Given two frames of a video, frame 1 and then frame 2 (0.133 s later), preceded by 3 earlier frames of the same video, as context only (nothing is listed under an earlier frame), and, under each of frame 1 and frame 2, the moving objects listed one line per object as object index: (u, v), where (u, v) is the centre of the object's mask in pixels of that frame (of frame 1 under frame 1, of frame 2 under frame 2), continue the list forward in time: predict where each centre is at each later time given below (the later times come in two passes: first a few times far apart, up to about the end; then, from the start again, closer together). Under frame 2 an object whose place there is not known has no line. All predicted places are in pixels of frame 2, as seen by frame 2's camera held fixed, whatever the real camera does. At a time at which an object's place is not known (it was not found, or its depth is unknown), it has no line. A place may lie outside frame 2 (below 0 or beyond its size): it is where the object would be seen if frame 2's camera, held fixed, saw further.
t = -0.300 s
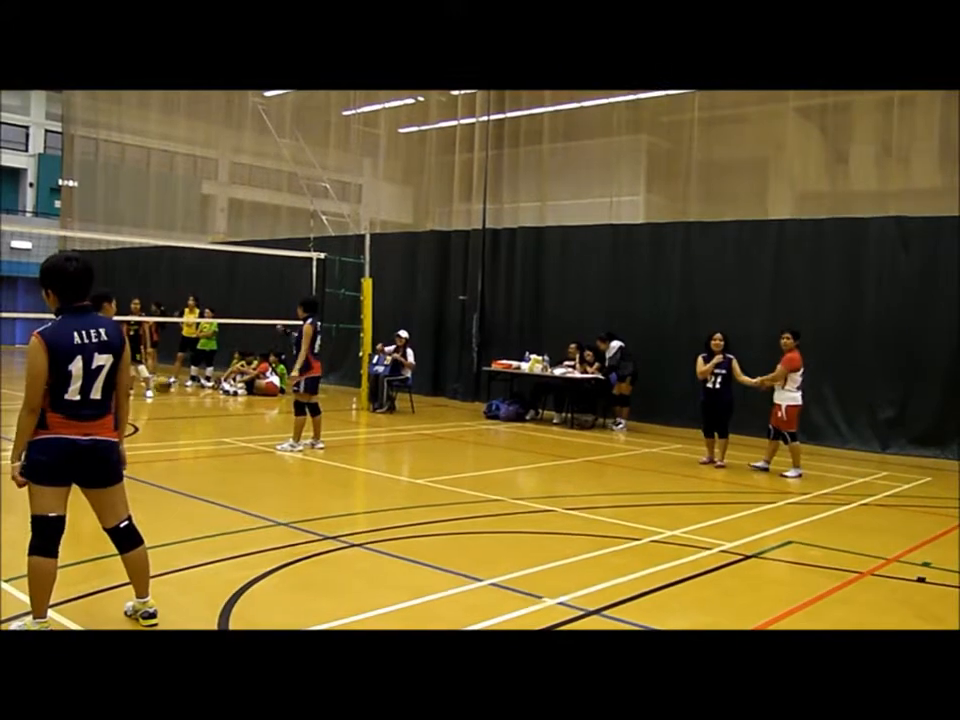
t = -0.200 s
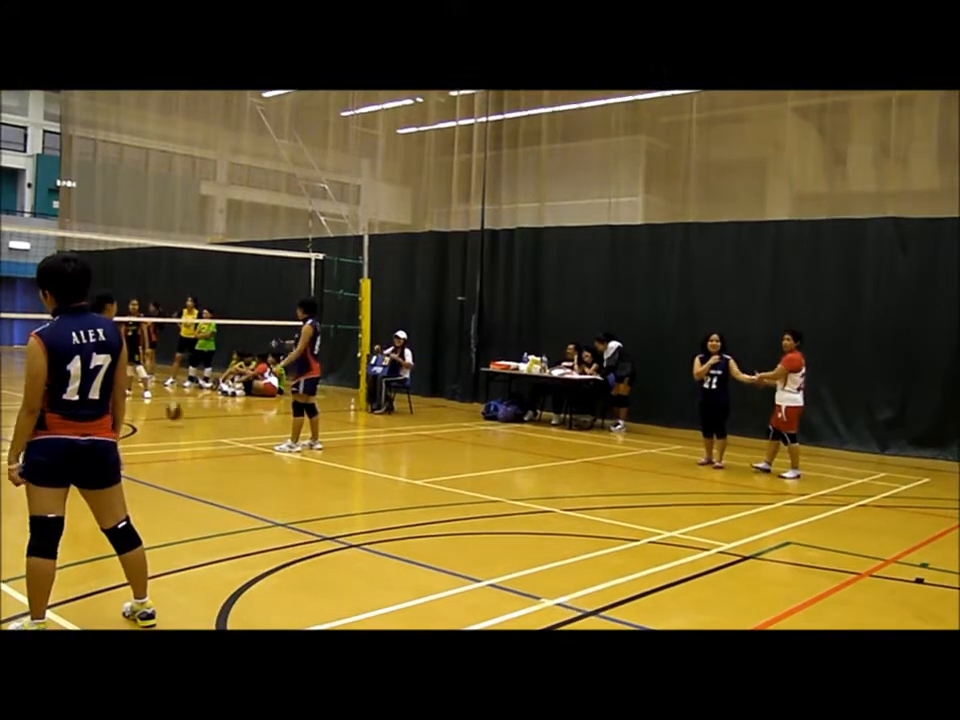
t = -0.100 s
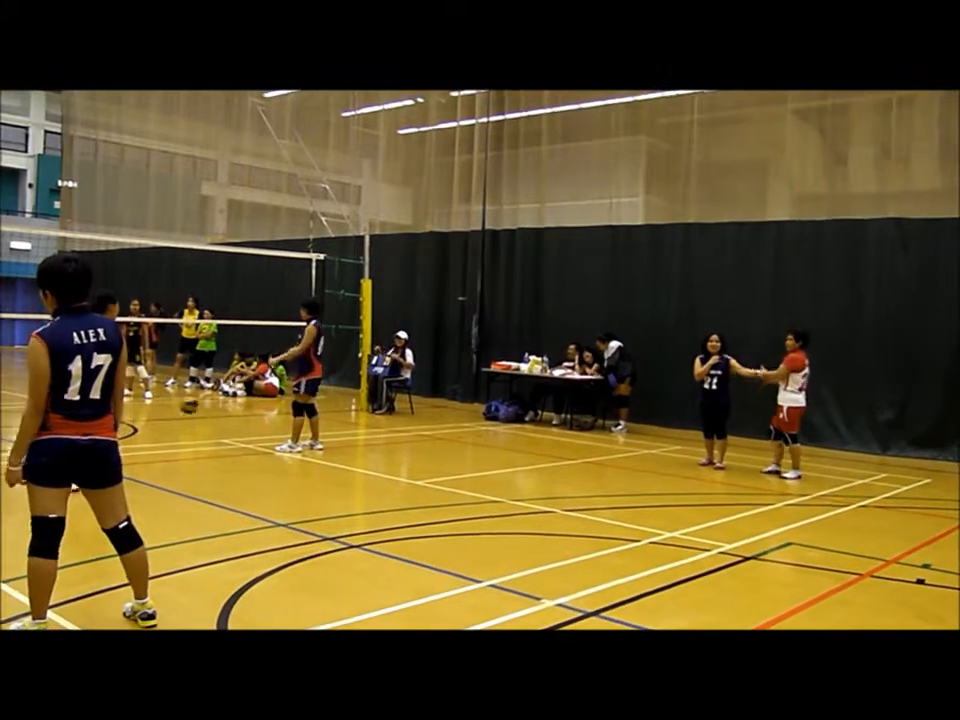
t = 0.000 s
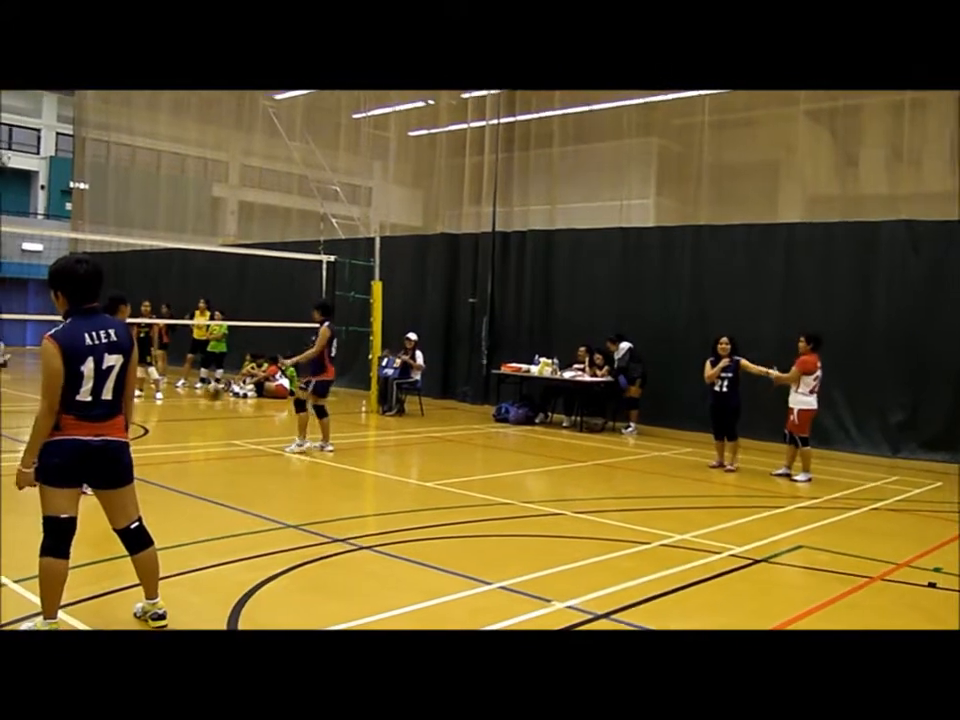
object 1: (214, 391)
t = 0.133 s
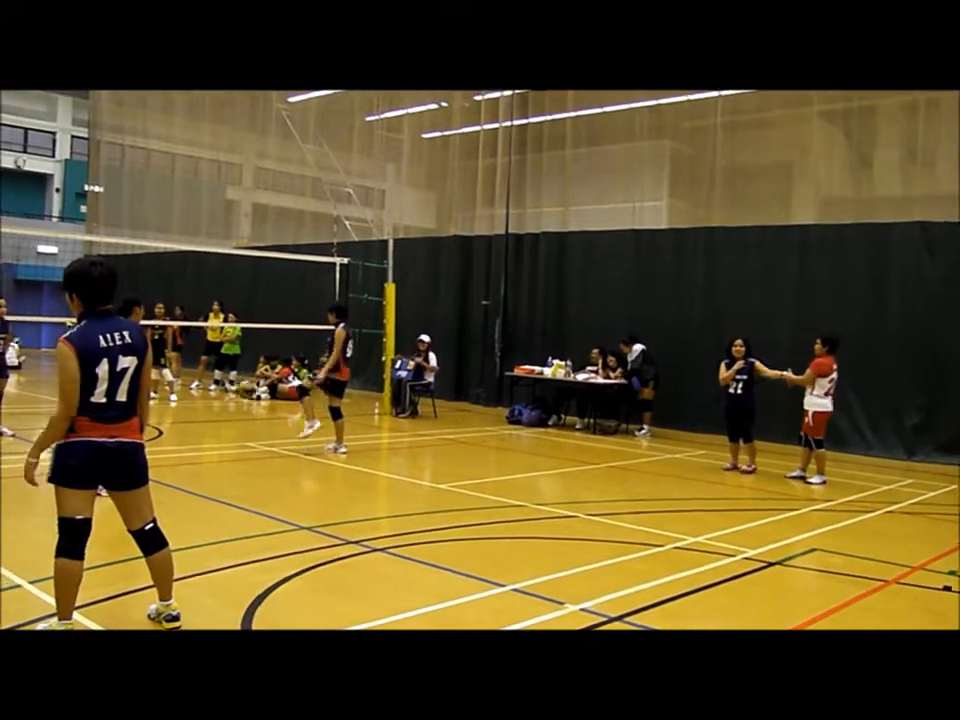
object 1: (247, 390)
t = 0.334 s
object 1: (276, 413)
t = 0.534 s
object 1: (308, 428)
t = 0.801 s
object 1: (356, 425)
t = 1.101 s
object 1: (415, 443)
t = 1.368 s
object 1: (467, 464)
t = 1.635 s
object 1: (528, 468)
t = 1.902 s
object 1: (593, 487)
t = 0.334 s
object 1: (276, 413)
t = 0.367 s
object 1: (282, 418)
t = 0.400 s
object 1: (286, 426)
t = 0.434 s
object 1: (291, 436)
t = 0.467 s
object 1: (297, 439)
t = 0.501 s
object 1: (303, 433)
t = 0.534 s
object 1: (308, 428)
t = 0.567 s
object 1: (313, 425)
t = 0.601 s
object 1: (319, 422)
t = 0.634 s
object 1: (324, 419)
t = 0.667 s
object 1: (330, 417)
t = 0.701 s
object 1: (338, 418)
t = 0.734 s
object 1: (344, 420)
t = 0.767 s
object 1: (351, 422)
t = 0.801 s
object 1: (356, 425)
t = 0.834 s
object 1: (362, 429)
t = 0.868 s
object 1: (368, 435)
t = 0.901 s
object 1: (374, 441)
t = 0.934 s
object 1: (380, 451)
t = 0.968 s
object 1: (386, 462)
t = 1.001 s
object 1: (393, 455)
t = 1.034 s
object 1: (399, 450)
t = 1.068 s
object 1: (407, 446)
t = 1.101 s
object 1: (415, 443)
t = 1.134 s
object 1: (421, 442)
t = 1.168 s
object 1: (428, 441)
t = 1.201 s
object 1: (435, 443)
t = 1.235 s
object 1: (442, 444)
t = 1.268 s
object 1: (448, 449)
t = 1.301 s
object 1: (454, 453)
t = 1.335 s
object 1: (460, 457)
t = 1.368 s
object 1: (467, 464)
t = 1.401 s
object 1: (475, 474)
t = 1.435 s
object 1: (482, 479)
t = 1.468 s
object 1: (489, 473)
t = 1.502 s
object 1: (497, 471)
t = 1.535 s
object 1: (505, 468)
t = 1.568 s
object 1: (512, 466)
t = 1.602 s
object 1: (519, 466)
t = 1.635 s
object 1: (528, 468)
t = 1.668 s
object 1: (536, 471)
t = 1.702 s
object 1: (544, 476)
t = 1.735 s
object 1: (551, 482)
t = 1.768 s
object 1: (559, 489)
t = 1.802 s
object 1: (567, 495)
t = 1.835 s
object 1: (575, 491)
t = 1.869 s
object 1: (584, 488)
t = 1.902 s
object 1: (593, 487)
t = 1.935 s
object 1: (602, 488)
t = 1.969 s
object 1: (611, 488)
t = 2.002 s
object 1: (620, 491)
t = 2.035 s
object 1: (628, 496)
